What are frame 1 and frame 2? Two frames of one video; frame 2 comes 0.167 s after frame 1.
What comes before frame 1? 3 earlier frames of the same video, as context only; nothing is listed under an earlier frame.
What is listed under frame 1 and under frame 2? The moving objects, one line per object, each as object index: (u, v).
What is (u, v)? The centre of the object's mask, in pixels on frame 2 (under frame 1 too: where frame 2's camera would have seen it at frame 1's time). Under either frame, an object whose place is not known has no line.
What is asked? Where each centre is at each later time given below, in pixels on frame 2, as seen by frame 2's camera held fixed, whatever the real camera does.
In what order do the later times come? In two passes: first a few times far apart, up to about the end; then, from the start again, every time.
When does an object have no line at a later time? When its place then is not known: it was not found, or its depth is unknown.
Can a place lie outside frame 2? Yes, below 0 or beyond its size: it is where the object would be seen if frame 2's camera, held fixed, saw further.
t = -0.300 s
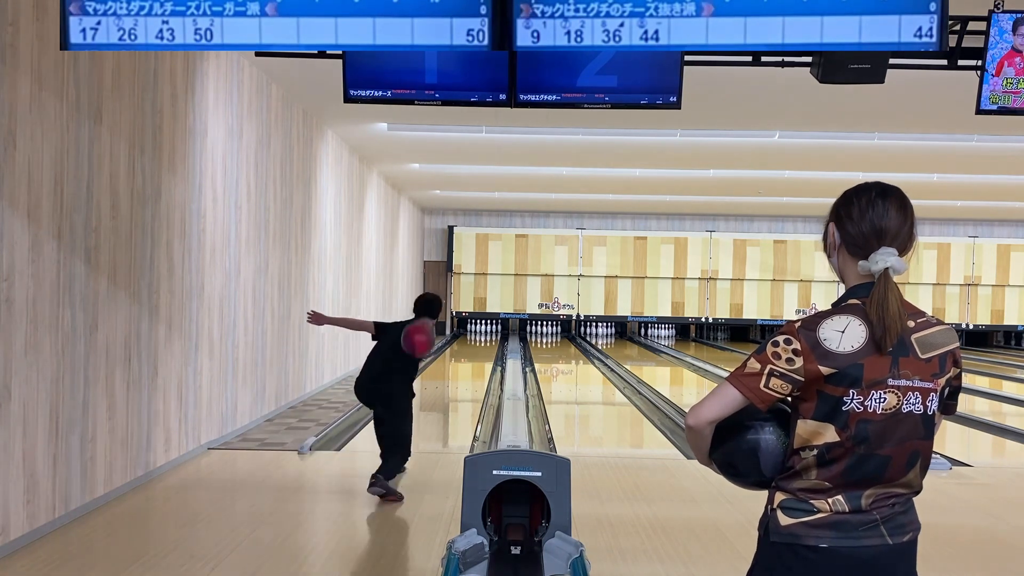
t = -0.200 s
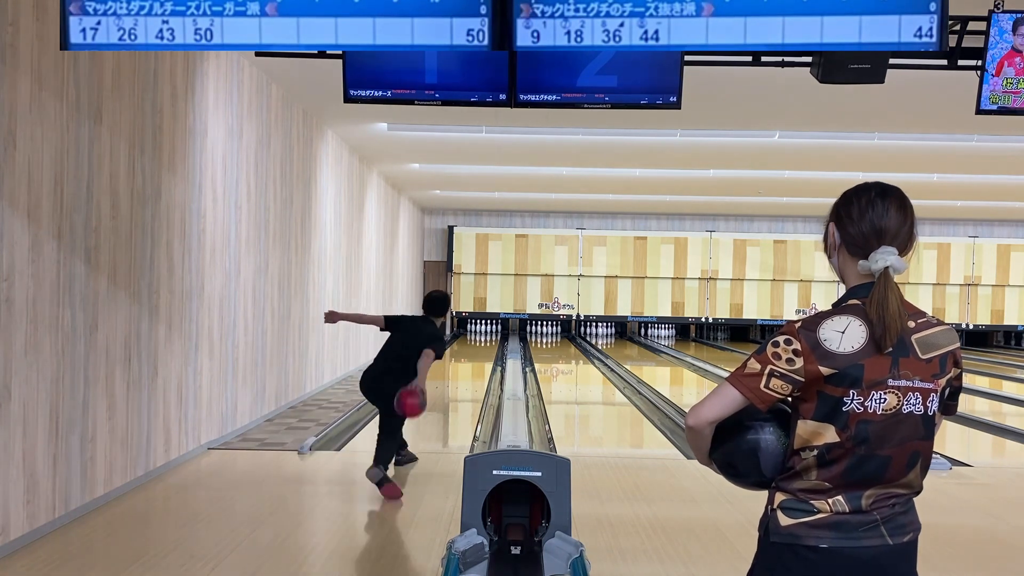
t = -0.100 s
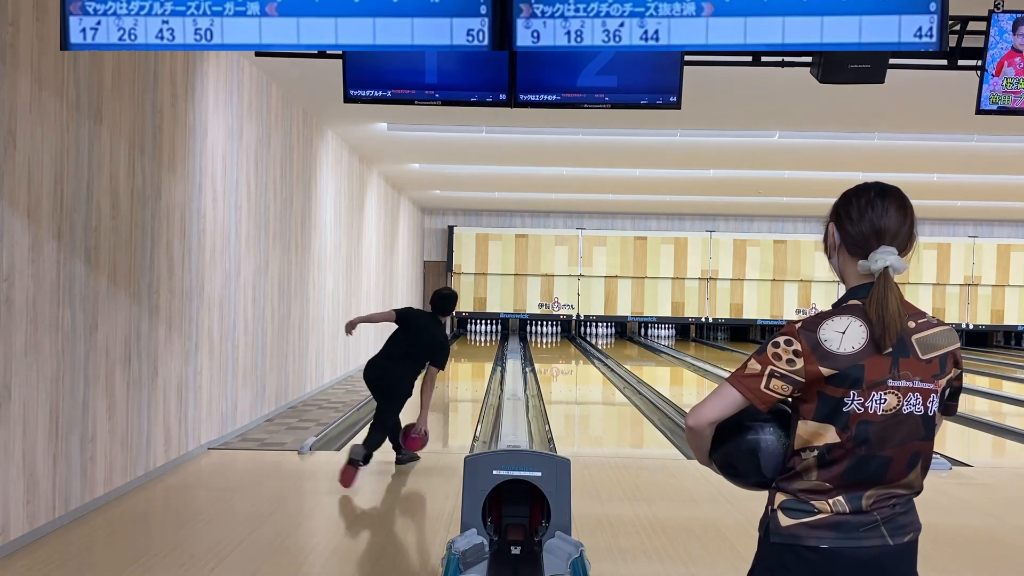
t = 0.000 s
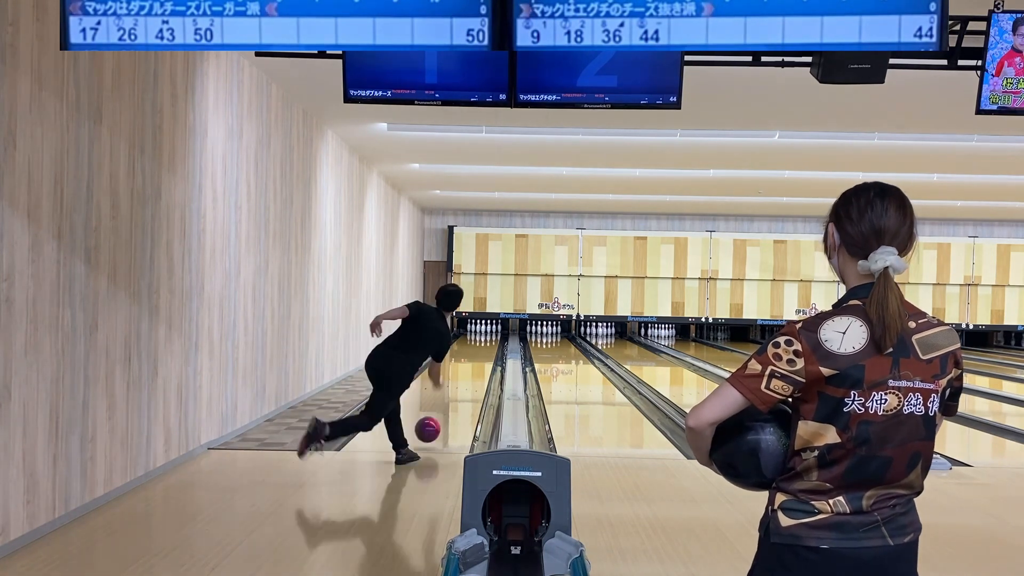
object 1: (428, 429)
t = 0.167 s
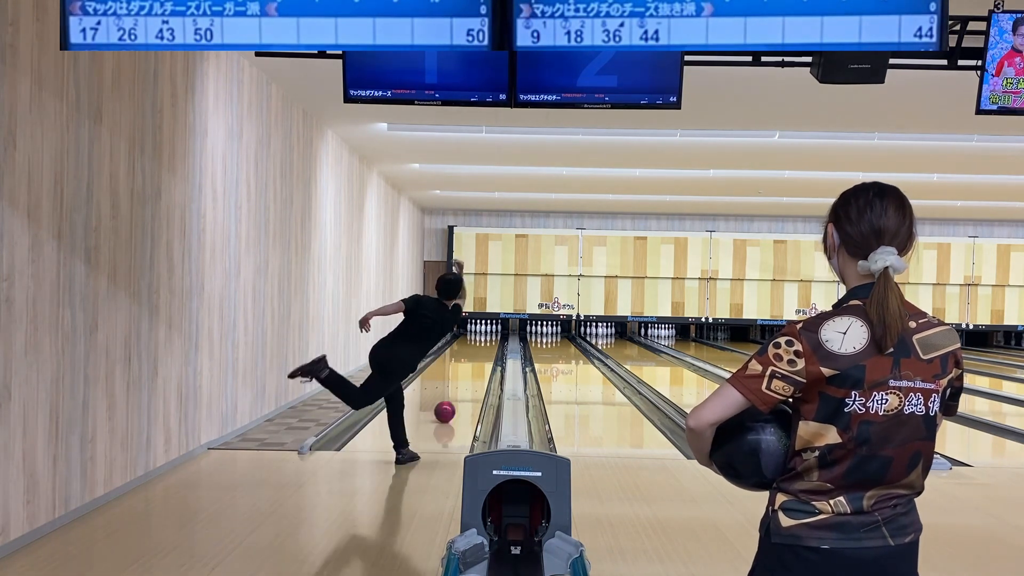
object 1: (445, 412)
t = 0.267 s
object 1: (452, 400)
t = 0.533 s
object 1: (467, 378)
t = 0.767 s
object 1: (476, 365)
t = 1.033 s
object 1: (483, 355)
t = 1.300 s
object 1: (486, 346)
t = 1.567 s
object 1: (486, 341)
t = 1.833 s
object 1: (485, 336)
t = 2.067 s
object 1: (483, 333)
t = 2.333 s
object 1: (483, 330)
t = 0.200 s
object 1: (447, 408)
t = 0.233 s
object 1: (450, 404)
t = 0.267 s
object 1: (452, 400)
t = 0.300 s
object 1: (455, 397)
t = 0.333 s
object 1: (457, 394)
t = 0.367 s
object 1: (459, 391)
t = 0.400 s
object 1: (461, 388)
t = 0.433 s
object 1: (462, 386)
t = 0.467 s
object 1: (464, 383)
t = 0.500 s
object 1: (466, 381)
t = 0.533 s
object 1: (467, 378)
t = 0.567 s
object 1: (469, 376)
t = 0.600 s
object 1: (470, 374)
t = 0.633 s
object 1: (472, 372)
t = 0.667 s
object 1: (473, 370)
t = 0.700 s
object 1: (474, 368)
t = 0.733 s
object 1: (475, 367)
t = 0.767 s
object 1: (476, 365)
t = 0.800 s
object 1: (477, 363)
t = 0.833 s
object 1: (478, 362)
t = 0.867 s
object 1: (479, 361)
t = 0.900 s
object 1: (480, 359)
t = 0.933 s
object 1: (481, 358)
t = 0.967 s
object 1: (482, 357)
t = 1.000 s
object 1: (482, 355)
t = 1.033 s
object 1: (483, 355)
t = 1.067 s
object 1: (484, 353)
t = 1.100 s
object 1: (484, 352)
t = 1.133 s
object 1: (485, 351)
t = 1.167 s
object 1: (485, 350)
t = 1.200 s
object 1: (485, 349)
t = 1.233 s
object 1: (486, 348)
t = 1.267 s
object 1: (486, 347)
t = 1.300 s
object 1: (486, 346)
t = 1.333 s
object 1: (486, 346)
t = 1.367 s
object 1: (486, 345)
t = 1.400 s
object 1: (487, 344)
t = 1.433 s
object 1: (486, 344)
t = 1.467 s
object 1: (486, 343)
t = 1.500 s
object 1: (486, 342)
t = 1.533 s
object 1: (487, 341)
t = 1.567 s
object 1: (486, 341)
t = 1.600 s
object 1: (486, 340)
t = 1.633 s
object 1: (486, 340)
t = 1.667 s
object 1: (485, 339)
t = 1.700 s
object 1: (485, 338)
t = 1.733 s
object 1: (485, 338)
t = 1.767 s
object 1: (485, 337)
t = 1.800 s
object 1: (485, 337)
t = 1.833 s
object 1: (485, 336)
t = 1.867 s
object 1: (484, 336)
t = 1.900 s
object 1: (484, 335)
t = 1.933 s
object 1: (484, 335)
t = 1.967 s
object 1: (484, 334)
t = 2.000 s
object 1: (484, 334)
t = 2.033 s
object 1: (483, 333)
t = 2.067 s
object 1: (483, 333)
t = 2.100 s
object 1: (484, 332)
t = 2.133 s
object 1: (484, 332)
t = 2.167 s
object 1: (483, 332)
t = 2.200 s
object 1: (483, 331)
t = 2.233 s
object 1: (483, 331)
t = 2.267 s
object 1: (483, 331)
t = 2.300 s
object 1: (483, 331)
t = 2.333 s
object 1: (483, 330)
